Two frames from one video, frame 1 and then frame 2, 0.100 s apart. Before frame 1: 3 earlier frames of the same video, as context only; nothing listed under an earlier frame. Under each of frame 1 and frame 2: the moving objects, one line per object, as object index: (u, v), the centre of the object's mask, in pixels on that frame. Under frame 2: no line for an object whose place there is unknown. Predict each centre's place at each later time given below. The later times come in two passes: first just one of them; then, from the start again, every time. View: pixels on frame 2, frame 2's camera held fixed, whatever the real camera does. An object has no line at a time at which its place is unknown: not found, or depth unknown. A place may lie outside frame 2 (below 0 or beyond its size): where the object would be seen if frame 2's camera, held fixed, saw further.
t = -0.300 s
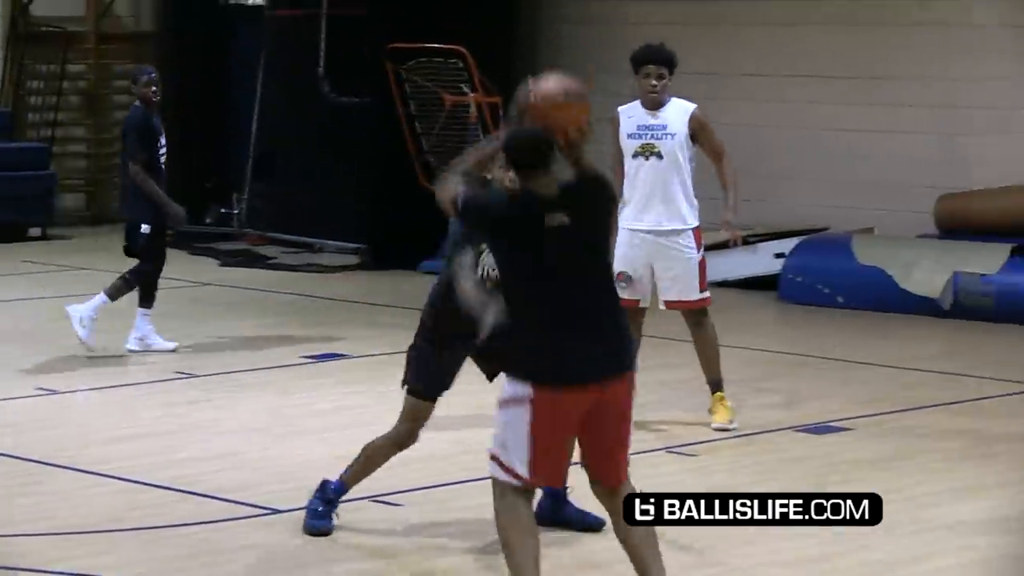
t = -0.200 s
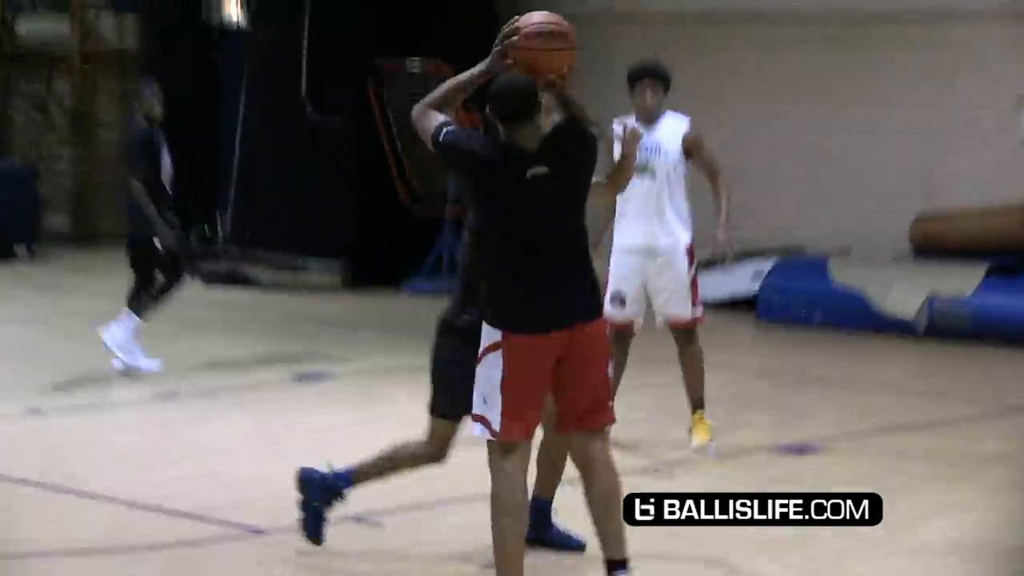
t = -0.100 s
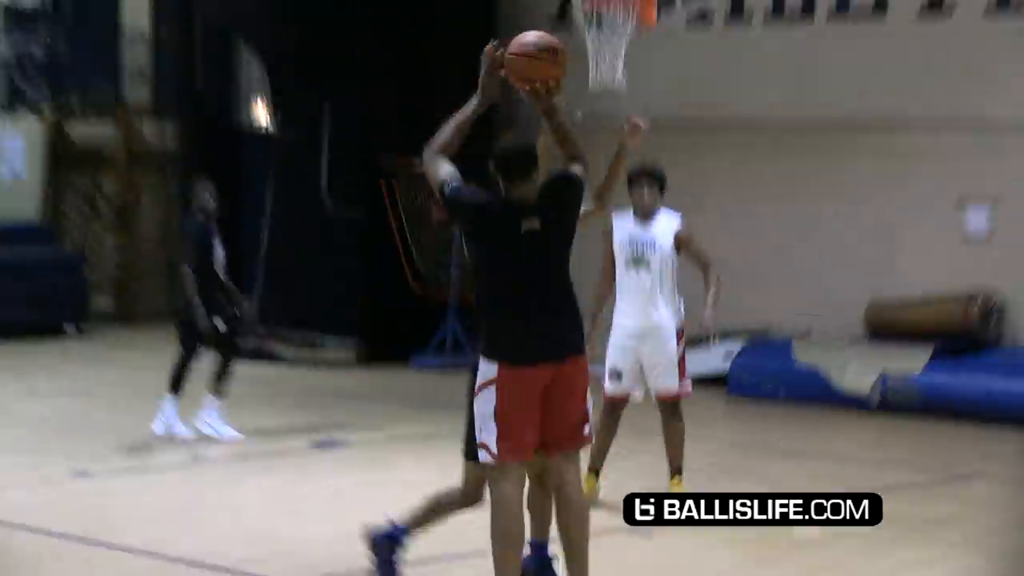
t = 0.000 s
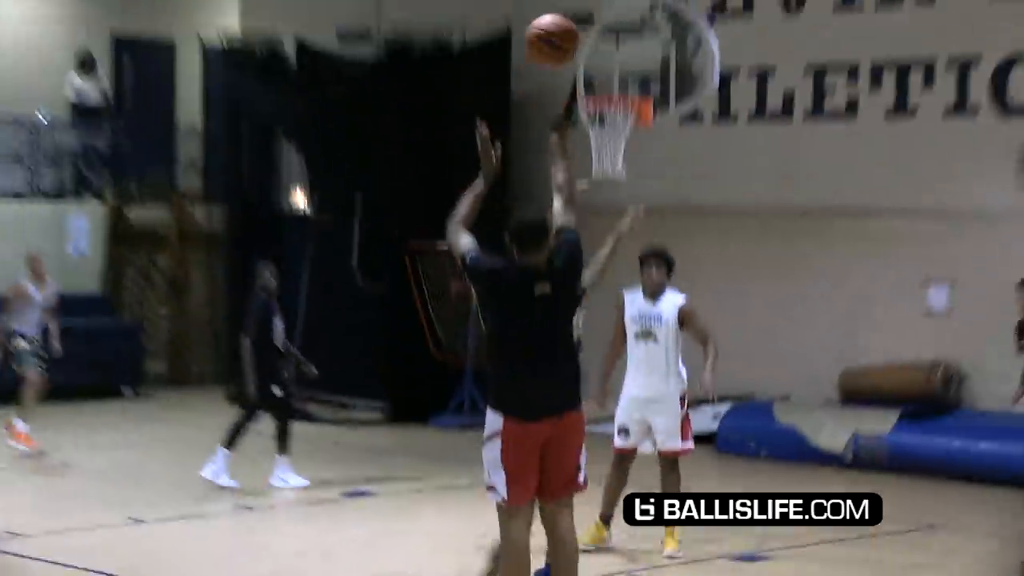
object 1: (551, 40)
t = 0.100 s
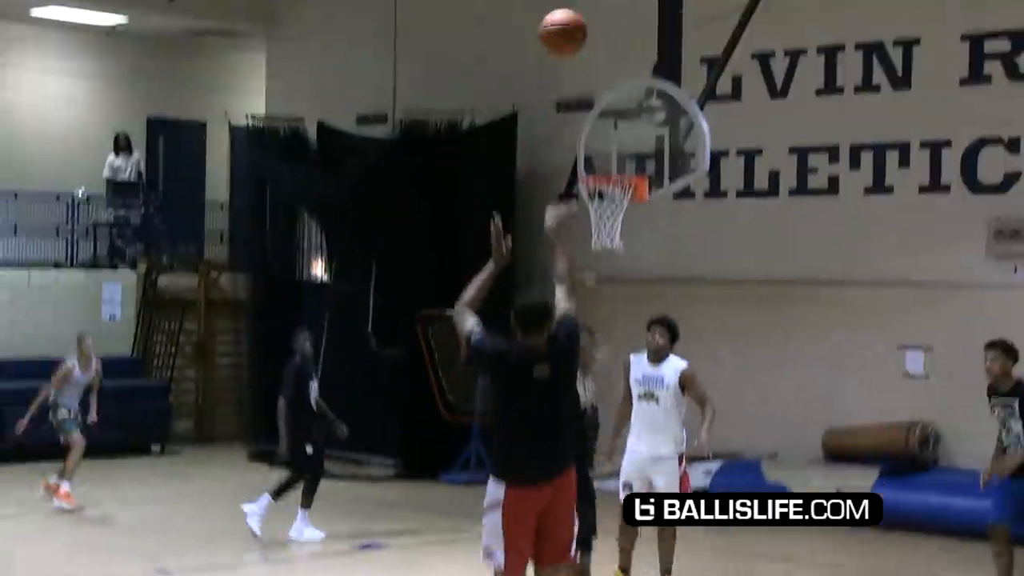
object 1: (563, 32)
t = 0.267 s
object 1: (573, -41)
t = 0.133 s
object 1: (566, 8)
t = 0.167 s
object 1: (567, -8)
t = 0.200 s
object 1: (570, -21)
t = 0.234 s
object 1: (572, -32)
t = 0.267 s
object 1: (573, -41)
